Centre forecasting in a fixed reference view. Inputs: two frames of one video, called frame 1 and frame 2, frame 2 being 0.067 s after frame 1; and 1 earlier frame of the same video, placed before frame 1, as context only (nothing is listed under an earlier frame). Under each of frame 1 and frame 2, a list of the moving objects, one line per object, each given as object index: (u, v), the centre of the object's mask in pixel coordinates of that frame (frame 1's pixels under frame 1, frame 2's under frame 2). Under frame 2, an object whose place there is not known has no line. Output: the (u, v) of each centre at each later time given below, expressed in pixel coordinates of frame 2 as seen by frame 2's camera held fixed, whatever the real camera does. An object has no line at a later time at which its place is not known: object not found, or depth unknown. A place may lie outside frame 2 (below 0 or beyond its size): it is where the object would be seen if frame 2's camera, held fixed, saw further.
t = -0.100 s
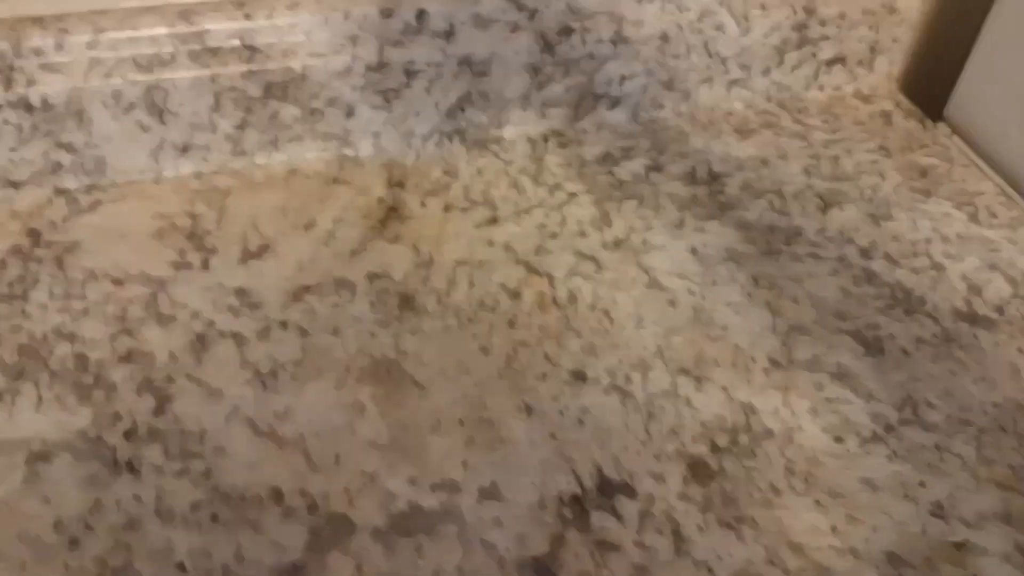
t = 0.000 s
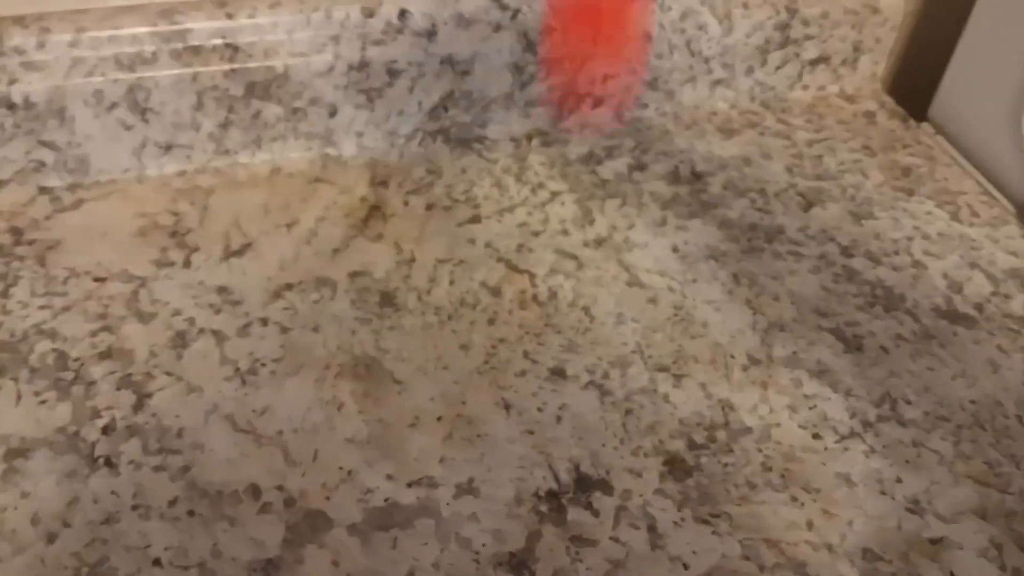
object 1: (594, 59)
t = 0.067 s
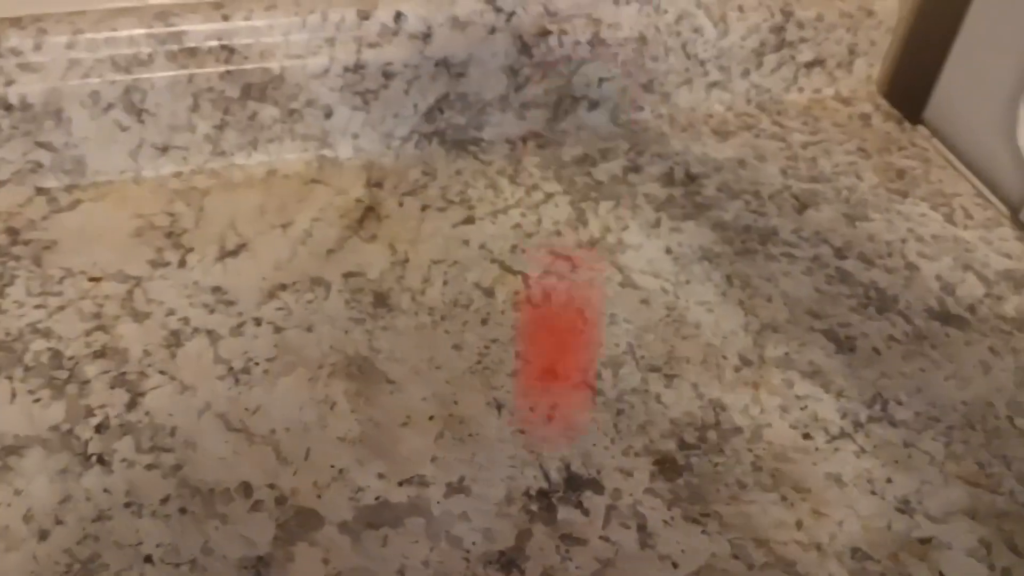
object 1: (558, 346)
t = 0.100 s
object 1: (549, 456)
